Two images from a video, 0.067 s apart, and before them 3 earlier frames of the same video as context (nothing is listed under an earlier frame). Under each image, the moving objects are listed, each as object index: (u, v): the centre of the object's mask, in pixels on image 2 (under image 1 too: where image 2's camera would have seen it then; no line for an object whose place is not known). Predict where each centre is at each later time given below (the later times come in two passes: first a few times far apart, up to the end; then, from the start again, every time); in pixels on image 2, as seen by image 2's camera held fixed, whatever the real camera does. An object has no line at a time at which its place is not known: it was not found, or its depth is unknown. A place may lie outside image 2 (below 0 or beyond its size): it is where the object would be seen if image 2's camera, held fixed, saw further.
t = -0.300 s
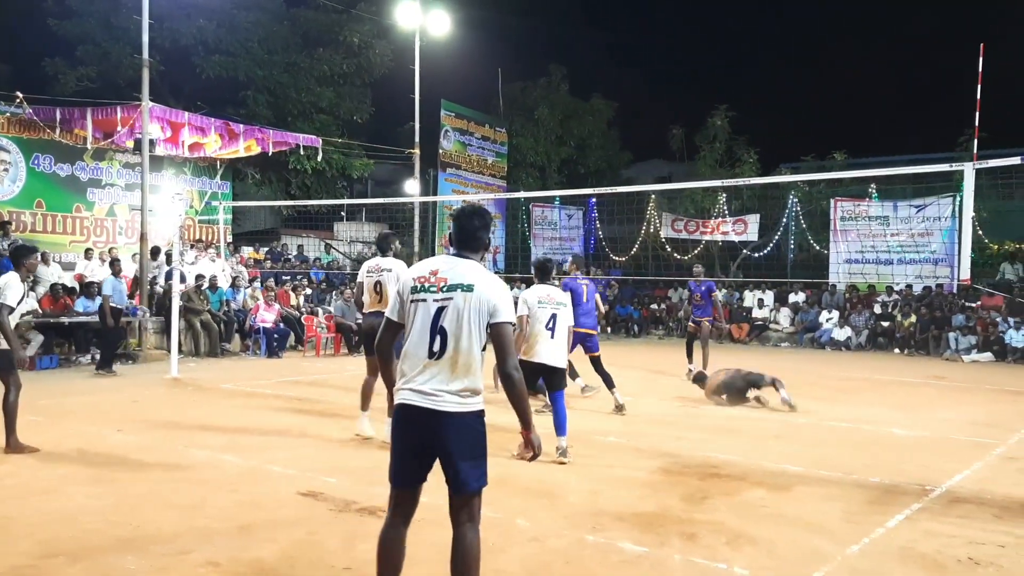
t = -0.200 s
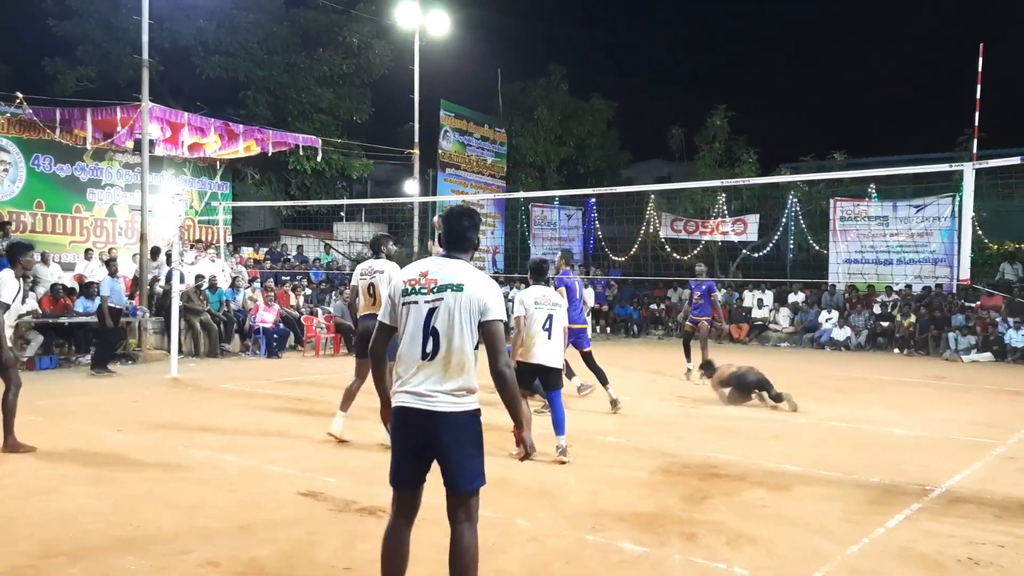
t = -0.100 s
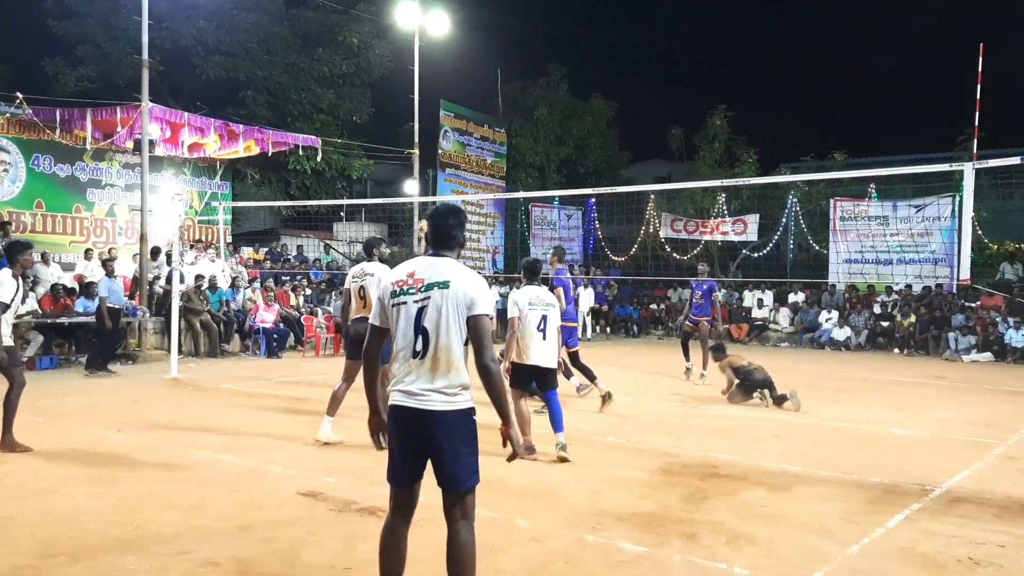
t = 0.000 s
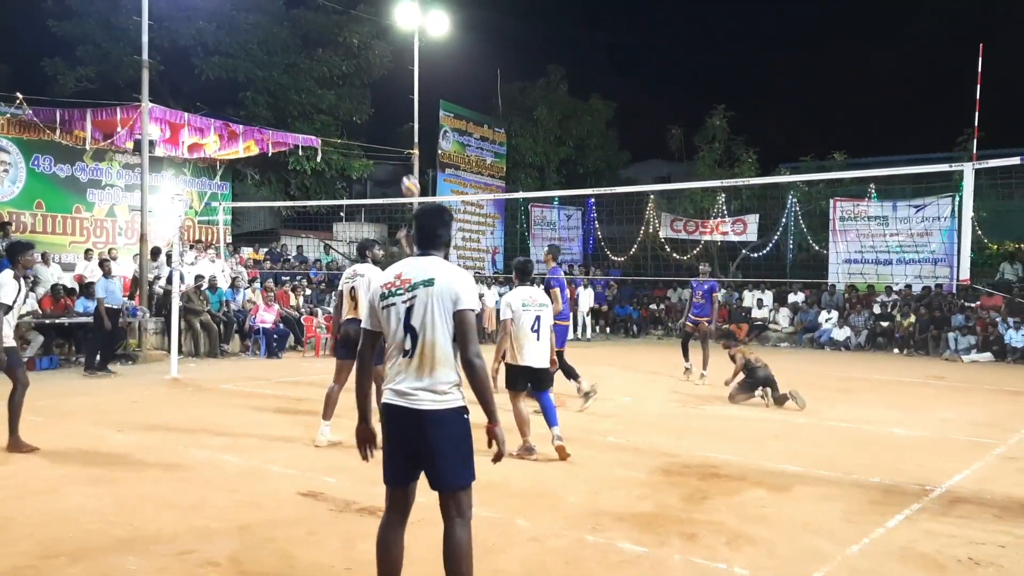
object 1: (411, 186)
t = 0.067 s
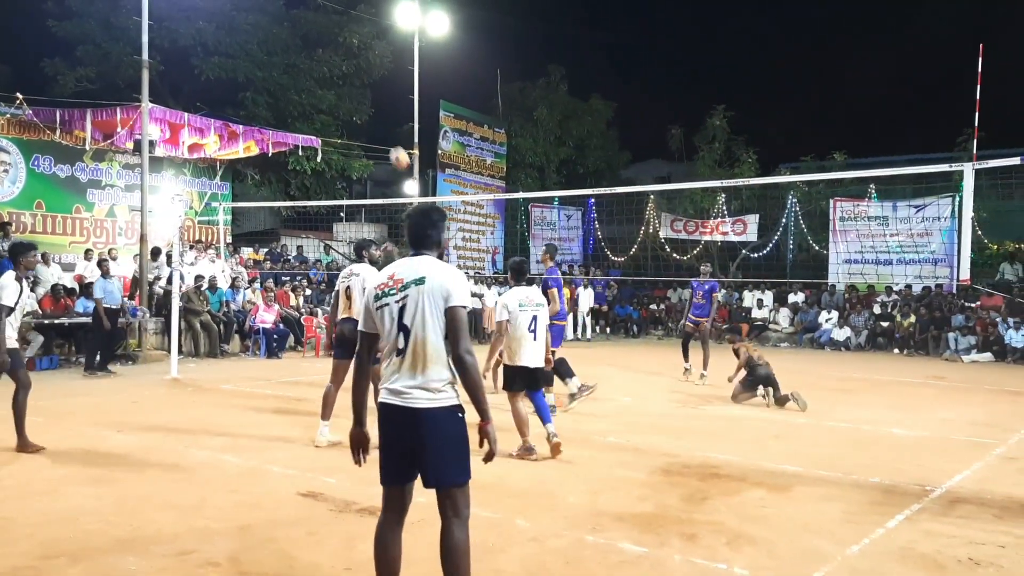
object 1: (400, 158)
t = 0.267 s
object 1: (360, 87)
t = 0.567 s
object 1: (283, 30)
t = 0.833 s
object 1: (184, 63)
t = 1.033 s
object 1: (81, 173)
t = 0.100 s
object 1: (393, 144)
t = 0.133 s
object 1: (388, 132)
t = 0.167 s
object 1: (381, 120)
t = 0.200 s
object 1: (374, 108)
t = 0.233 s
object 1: (367, 97)
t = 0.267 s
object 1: (360, 87)
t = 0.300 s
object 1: (353, 78)
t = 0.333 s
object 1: (345, 69)
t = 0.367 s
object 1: (337, 61)
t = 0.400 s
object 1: (329, 53)
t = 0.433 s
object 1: (320, 46)
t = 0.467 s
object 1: (312, 41)
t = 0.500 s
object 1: (302, 37)
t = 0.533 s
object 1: (293, 33)
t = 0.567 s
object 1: (283, 30)
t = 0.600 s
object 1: (272, 29)
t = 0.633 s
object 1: (261, 29)
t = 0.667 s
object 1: (249, 31)
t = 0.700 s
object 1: (237, 34)
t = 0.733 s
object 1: (225, 39)
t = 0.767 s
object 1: (212, 45)
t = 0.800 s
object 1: (198, 53)
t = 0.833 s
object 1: (184, 63)
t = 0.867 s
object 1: (170, 74)
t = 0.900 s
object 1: (153, 84)
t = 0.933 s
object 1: (134, 99)
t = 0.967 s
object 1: (118, 119)
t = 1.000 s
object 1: (101, 147)
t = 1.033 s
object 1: (81, 173)
